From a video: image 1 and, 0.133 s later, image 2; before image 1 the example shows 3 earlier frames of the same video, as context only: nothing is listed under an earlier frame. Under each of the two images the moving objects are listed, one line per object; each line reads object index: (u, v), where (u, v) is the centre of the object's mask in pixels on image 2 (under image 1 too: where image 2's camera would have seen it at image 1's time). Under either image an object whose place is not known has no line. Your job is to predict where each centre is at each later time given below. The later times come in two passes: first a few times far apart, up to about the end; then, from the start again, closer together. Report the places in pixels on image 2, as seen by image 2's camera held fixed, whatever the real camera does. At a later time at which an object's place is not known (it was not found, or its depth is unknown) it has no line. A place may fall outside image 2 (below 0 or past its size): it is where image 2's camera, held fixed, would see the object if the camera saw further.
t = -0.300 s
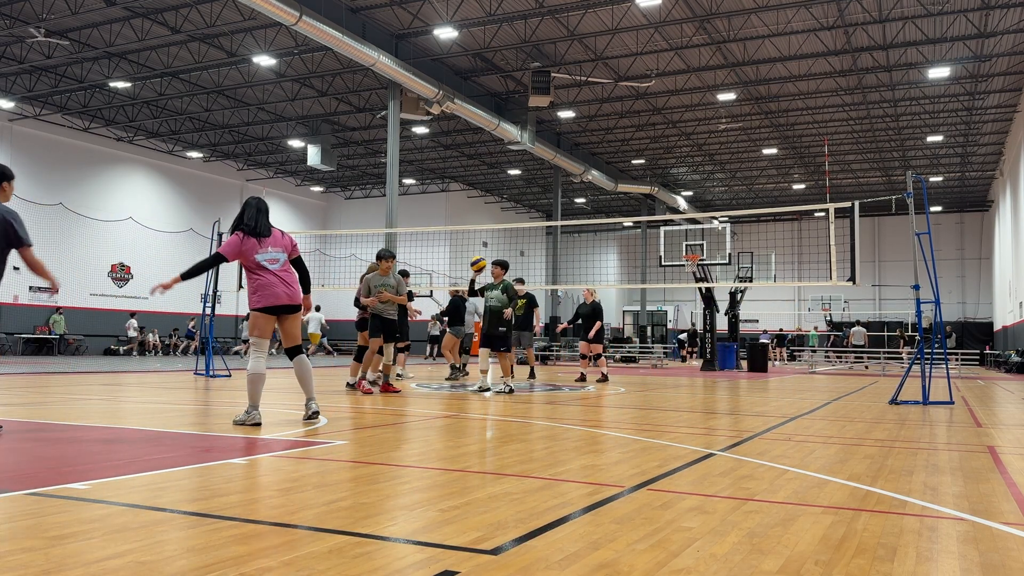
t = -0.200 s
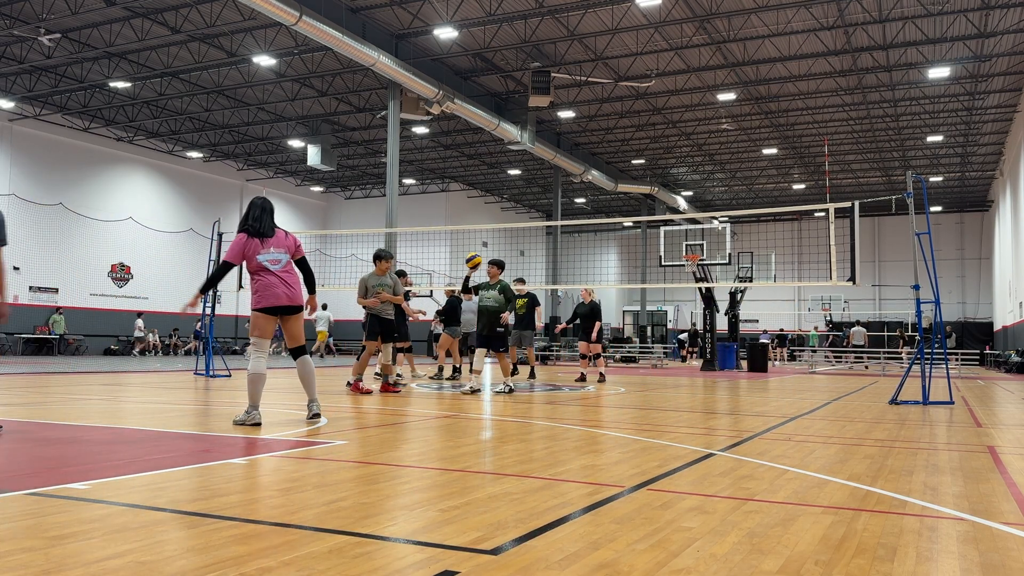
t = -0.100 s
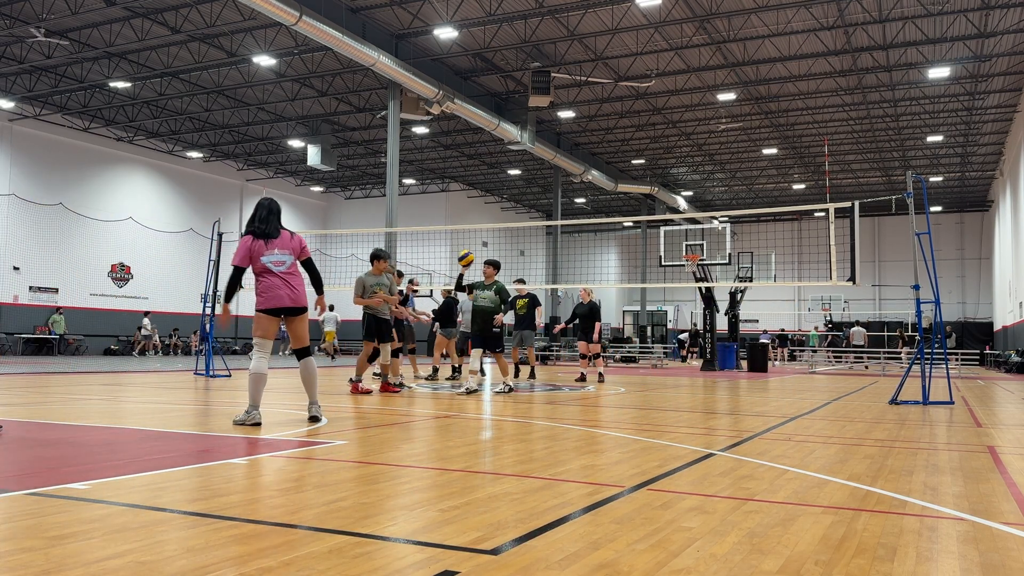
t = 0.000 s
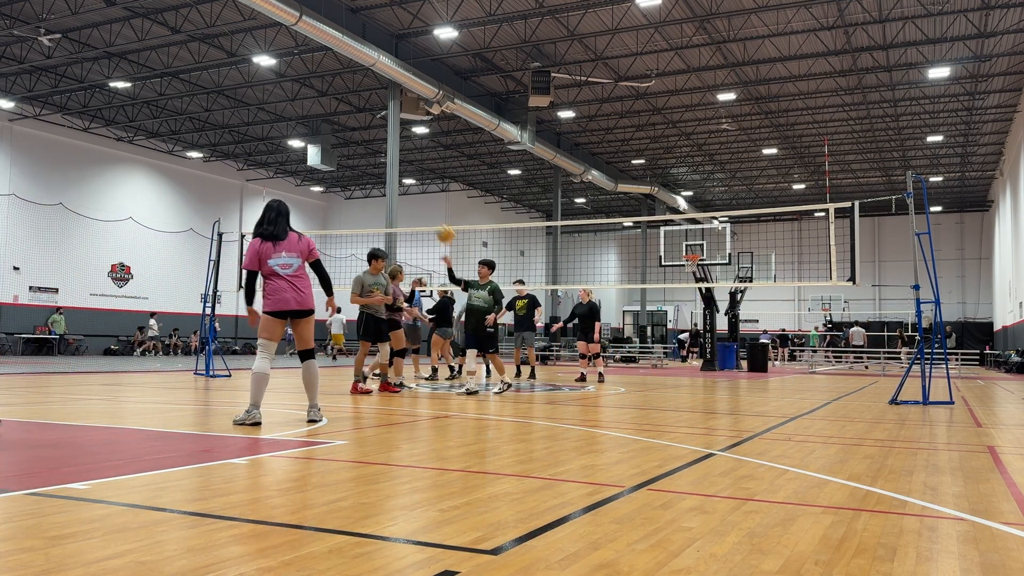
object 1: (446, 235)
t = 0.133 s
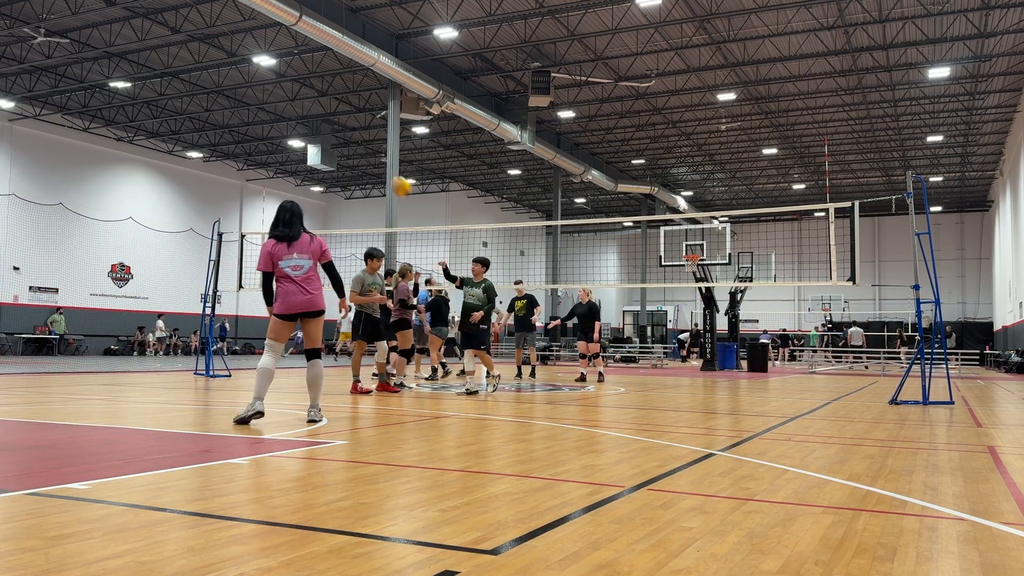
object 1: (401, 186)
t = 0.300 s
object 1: (336, 140)
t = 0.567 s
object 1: (205, 107)
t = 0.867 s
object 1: (5, 171)
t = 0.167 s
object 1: (389, 176)
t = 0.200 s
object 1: (377, 166)
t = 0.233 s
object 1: (364, 157)
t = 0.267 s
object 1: (351, 148)
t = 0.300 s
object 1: (336, 140)
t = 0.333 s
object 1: (322, 132)
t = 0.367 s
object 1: (307, 126)
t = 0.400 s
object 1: (292, 121)
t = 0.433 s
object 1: (275, 115)
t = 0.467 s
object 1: (260, 112)
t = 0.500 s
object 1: (242, 110)
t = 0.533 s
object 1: (224, 107)
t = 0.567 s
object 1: (205, 107)
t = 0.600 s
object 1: (185, 108)
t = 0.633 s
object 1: (165, 109)
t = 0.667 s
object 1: (144, 113)
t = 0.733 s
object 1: (99, 124)
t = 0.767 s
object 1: (74, 134)
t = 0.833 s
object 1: (23, 156)
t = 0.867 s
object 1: (5, 171)
